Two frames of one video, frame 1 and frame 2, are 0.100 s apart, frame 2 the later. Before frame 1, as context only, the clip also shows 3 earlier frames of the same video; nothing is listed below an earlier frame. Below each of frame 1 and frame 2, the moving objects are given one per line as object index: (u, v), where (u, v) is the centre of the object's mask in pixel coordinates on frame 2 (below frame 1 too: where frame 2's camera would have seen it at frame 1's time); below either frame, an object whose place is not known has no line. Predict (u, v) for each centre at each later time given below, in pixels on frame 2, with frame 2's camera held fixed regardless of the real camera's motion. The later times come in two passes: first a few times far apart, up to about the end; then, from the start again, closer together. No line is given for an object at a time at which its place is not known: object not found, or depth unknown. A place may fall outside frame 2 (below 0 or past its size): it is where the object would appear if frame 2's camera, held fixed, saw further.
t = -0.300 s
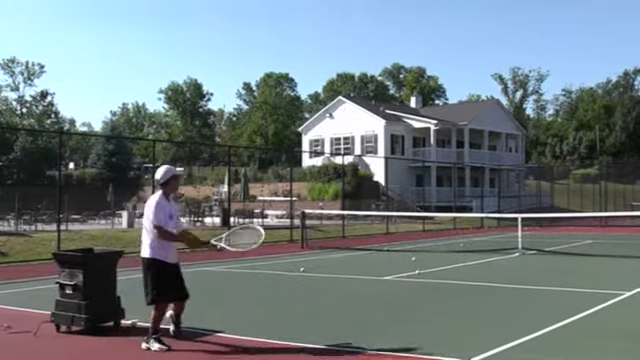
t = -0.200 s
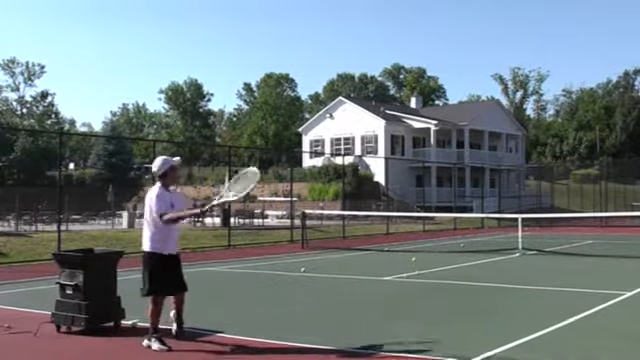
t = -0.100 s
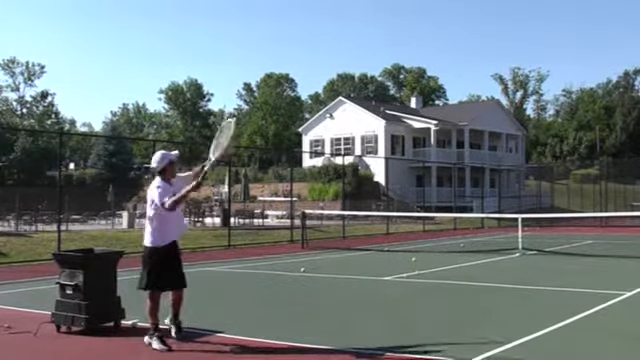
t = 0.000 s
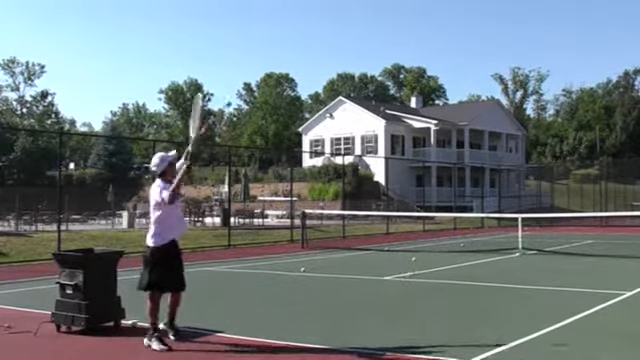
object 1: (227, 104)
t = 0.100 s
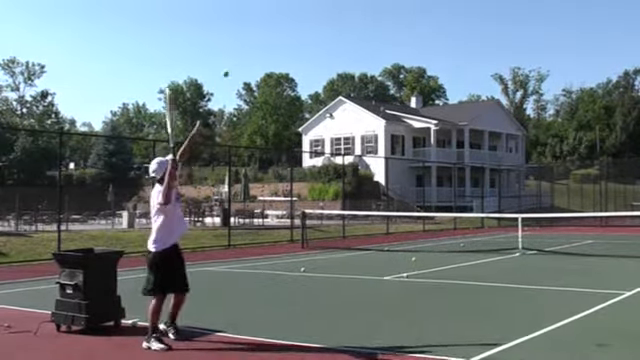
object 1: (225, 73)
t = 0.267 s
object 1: (220, 43)
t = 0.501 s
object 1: (214, 52)
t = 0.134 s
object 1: (224, 65)
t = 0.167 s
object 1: (224, 59)
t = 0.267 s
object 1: (220, 43)
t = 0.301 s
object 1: (219, 42)
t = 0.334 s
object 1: (218, 41)
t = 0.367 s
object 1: (218, 41)
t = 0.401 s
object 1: (217, 42)
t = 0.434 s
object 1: (216, 44)
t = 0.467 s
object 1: (215, 47)
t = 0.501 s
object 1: (214, 52)
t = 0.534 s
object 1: (213, 57)
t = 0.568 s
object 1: (212, 64)
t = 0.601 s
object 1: (211, 72)
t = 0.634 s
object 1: (211, 80)
